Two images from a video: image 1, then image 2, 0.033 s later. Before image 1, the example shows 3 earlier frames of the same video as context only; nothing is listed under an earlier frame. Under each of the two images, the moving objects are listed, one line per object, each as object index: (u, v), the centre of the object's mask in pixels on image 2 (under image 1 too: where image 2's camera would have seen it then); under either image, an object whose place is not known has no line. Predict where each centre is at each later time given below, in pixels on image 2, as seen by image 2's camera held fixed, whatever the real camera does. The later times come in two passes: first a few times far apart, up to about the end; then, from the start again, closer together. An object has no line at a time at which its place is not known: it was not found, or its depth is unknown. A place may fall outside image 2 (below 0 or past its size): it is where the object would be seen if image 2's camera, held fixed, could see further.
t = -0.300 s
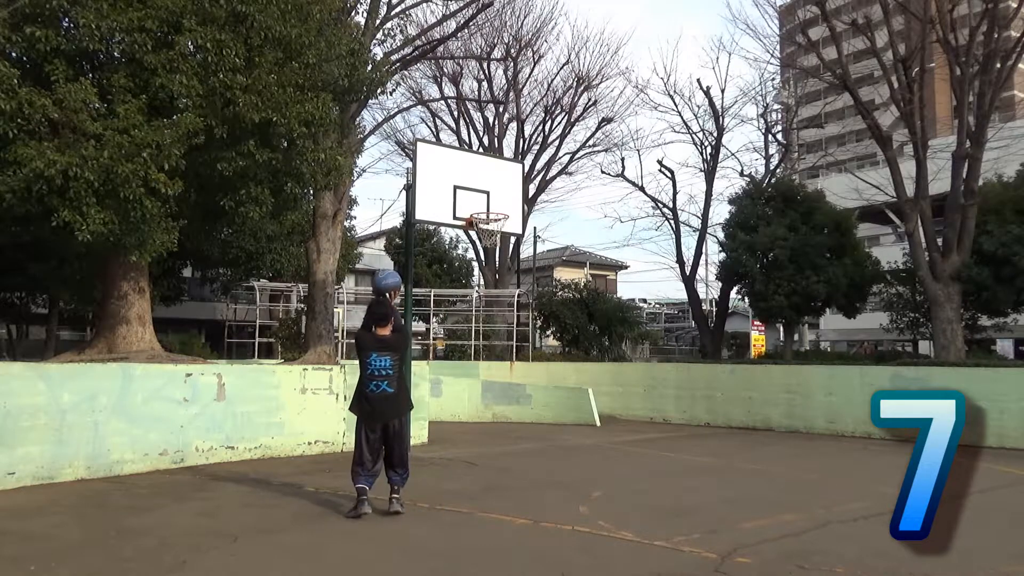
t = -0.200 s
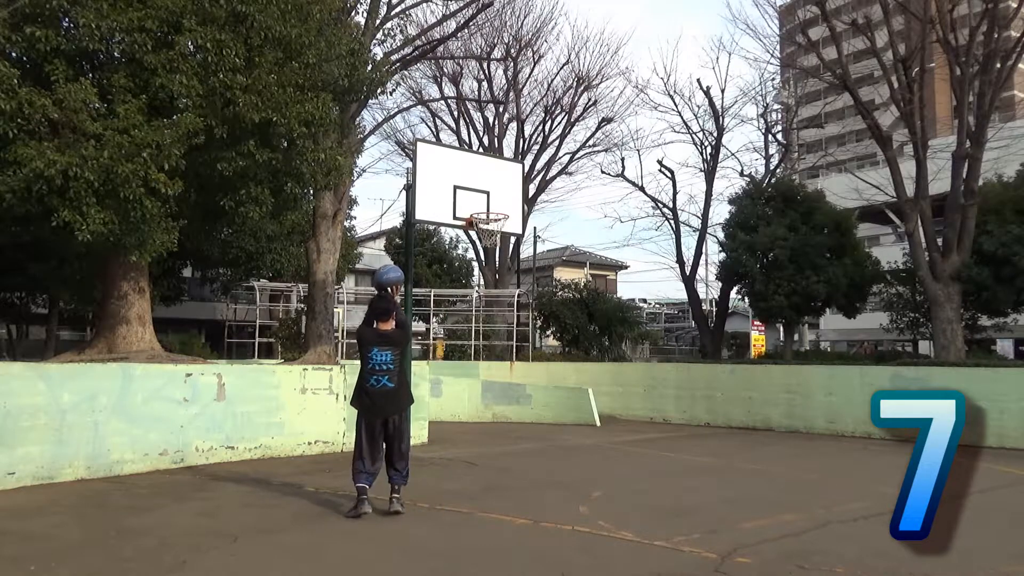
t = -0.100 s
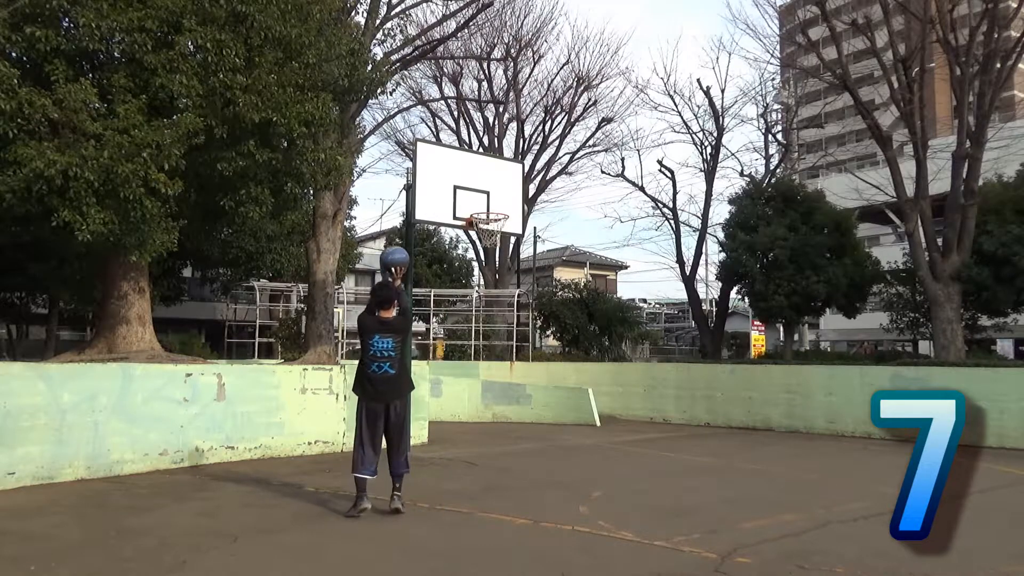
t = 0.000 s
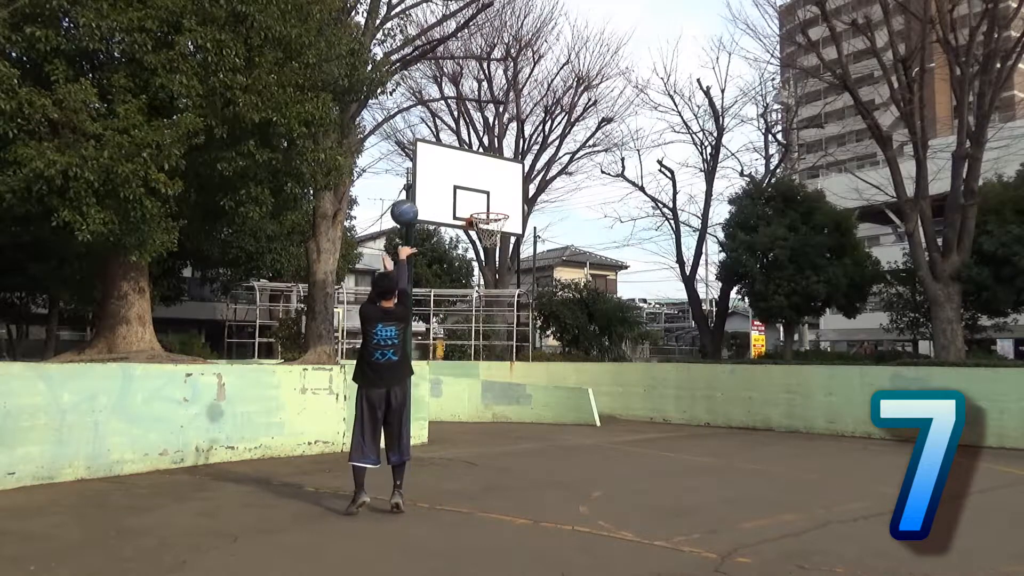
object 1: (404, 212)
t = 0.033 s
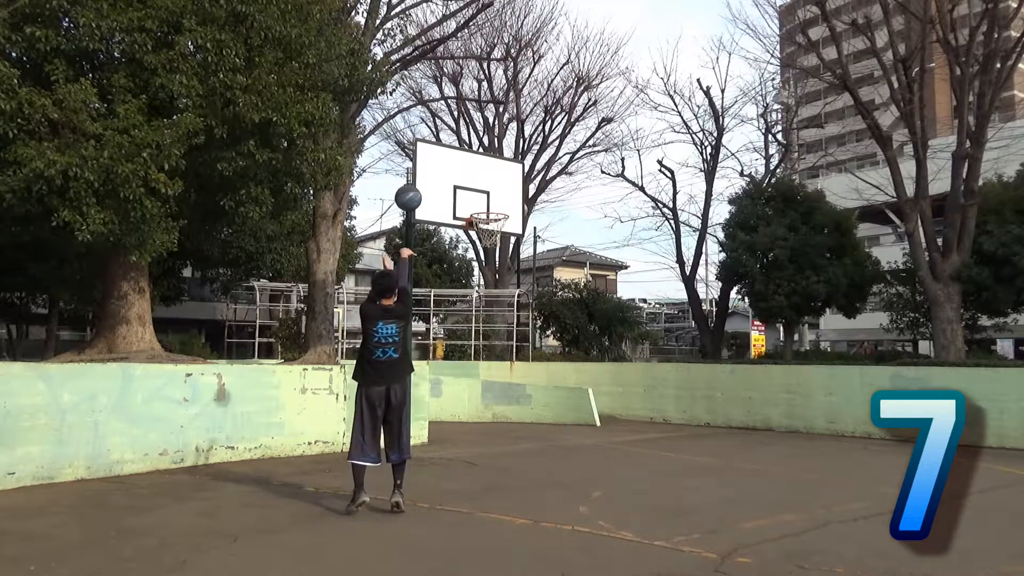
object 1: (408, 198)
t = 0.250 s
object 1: (429, 143)
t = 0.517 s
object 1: (451, 141)
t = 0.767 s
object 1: (465, 190)
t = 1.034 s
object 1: (500, 224)
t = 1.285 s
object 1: (498, 245)
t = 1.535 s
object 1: (496, 321)
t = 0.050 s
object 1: (410, 192)
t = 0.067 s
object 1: (412, 185)
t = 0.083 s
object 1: (414, 180)
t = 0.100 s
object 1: (415, 175)
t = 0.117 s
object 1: (417, 169)
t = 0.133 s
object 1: (419, 165)
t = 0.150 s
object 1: (421, 161)
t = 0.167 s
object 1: (422, 157)
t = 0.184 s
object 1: (423, 152)
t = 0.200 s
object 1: (425, 150)
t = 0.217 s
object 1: (426, 147)
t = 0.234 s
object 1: (427, 145)
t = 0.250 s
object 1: (429, 143)
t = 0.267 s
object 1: (431, 141)
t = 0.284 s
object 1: (433, 139)
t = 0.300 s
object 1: (434, 137)
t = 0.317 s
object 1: (435, 136)
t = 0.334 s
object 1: (437, 136)
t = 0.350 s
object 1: (438, 135)
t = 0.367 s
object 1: (439, 134)
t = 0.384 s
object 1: (441, 134)
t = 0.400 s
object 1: (442, 134)
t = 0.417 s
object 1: (443, 134)
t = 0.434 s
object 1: (444, 135)
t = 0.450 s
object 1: (446, 135)
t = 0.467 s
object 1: (446, 136)
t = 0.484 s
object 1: (447, 138)
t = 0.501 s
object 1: (449, 140)
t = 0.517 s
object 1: (451, 141)
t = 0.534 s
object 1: (451, 143)
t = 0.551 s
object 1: (452, 145)
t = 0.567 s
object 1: (453, 148)
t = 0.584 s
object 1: (455, 150)
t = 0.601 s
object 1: (455, 153)
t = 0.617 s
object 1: (457, 156)
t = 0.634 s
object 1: (458, 159)
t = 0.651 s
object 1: (458, 162)
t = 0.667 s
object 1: (459, 166)
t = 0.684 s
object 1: (460, 169)
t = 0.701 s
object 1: (461, 173)
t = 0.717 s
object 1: (462, 177)
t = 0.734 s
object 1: (463, 181)
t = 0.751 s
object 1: (464, 185)
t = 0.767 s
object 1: (465, 190)
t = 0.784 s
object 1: (465, 195)
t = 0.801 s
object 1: (468, 197)
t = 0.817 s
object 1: (472, 200)
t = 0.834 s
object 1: (475, 203)
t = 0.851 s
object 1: (478, 205)
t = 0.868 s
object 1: (482, 208)
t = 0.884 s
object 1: (486, 211)
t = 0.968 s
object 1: (500, 228)
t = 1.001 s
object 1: (500, 225)
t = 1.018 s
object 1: (500, 225)
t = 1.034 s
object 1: (500, 224)
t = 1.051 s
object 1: (500, 224)
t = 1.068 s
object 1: (500, 224)
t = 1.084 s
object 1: (500, 223)
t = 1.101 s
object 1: (500, 223)
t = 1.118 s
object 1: (500, 224)
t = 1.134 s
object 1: (500, 225)
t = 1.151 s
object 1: (499, 228)
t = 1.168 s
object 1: (499, 228)
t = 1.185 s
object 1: (499, 230)
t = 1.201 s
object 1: (499, 233)
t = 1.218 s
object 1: (498, 234)
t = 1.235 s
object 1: (498, 237)
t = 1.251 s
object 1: (498, 239)
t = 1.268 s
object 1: (498, 242)
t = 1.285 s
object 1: (498, 245)
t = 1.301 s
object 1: (498, 248)
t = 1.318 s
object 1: (496, 252)
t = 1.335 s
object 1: (497, 256)
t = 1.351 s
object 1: (497, 260)
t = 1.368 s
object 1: (499, 265)
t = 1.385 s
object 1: (498, 269)
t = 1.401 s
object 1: (498, 274)
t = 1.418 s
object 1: (498, 279)
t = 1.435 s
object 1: (499, 285)
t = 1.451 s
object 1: (498, 290)
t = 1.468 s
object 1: (497, 296)
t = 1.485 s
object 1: (498, 302)
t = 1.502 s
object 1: (498, 308)
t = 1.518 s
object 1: (498, 314)
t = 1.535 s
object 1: (496, 321)
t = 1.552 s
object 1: (497, 325)
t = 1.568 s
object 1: (497, 335)
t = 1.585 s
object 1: (497, 340)
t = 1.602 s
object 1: (497, 351)
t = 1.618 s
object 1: (497, 358)
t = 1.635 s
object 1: (497, 366)
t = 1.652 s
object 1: (497, 375)
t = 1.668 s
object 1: (497, 384)
